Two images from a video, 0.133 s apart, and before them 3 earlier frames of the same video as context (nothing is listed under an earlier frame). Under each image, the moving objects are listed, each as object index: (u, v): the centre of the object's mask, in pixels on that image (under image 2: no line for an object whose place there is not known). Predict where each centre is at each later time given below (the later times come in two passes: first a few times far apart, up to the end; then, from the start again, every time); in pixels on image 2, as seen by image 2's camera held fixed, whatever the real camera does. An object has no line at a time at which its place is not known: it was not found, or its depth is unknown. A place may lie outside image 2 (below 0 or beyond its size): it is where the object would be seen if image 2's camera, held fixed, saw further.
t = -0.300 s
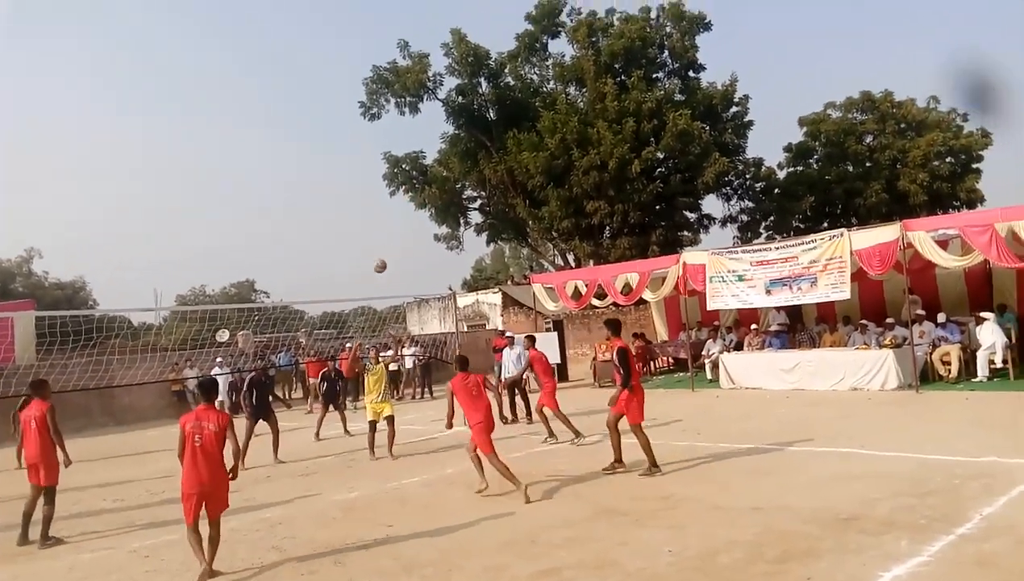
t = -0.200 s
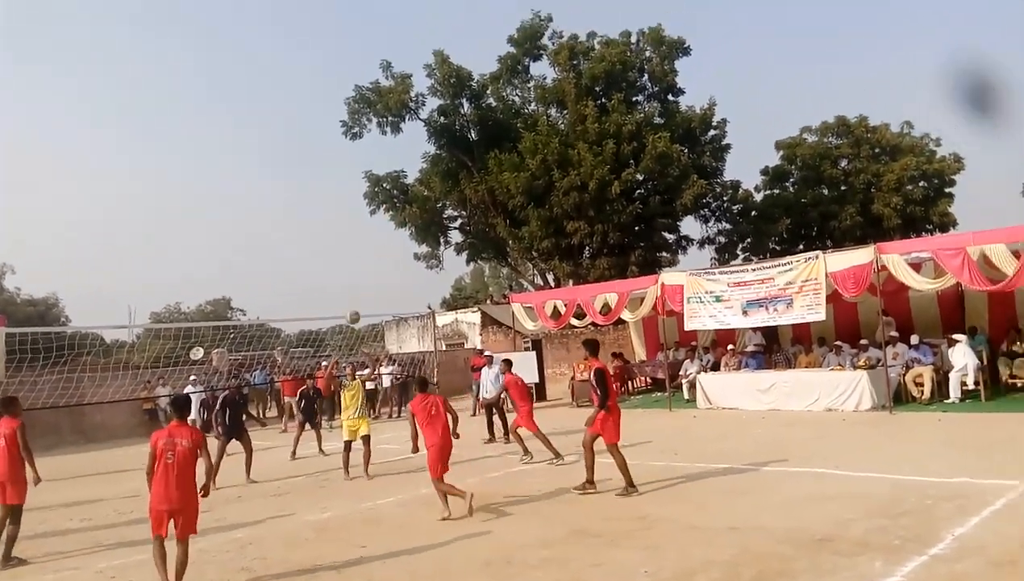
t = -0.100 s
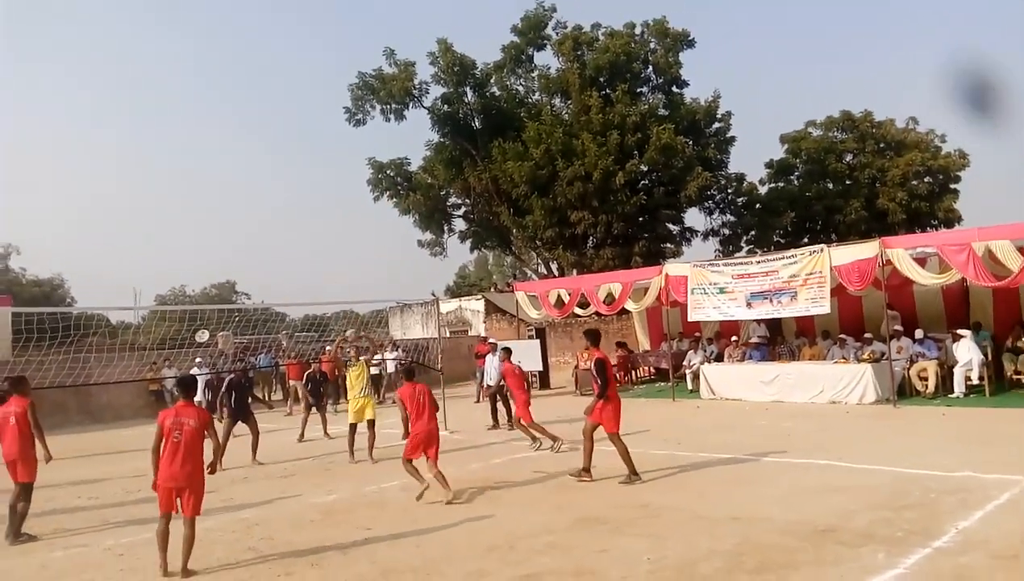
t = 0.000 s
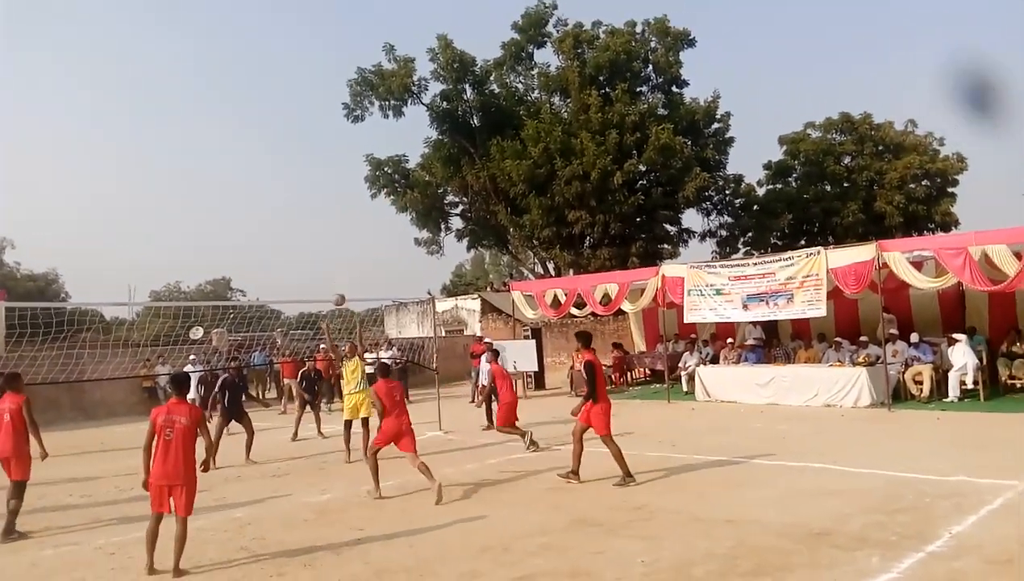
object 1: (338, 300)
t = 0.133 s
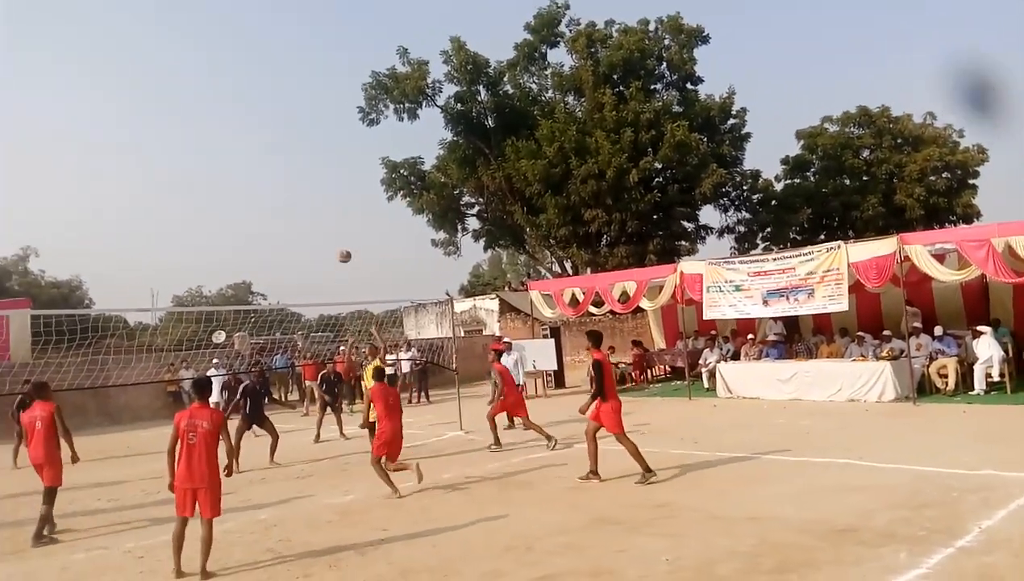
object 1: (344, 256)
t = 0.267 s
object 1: (332, 223)
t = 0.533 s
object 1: (309, 187)
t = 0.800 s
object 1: (285, 198)
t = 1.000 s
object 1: (271, 237)
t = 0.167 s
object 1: (340, 247)
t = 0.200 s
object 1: (338, 238)
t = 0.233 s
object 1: (334, 230)
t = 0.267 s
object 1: (332, 223)
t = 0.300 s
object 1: (329, 216)
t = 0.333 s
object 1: (326, 210)
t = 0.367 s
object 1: (323, 205)
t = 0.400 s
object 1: (321, 200)
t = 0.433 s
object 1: (318, 195)
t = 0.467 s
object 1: (315, 192)
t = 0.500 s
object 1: (312, 189)
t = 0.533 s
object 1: (309, 187)
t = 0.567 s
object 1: (306, 186)
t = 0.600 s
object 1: (303, 185)
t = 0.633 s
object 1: (301, 185)
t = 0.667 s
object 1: (297, 185)
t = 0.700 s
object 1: (293, 187)
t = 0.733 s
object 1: (290, 191)
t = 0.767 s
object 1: (287, 194)
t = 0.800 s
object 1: (285, 198)
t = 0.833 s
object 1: (284, 202)
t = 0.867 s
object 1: (283, 208)
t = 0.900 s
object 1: (279, 214)
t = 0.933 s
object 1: (276, 220)
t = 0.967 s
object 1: (273, 228)
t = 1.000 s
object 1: (271, 237)
